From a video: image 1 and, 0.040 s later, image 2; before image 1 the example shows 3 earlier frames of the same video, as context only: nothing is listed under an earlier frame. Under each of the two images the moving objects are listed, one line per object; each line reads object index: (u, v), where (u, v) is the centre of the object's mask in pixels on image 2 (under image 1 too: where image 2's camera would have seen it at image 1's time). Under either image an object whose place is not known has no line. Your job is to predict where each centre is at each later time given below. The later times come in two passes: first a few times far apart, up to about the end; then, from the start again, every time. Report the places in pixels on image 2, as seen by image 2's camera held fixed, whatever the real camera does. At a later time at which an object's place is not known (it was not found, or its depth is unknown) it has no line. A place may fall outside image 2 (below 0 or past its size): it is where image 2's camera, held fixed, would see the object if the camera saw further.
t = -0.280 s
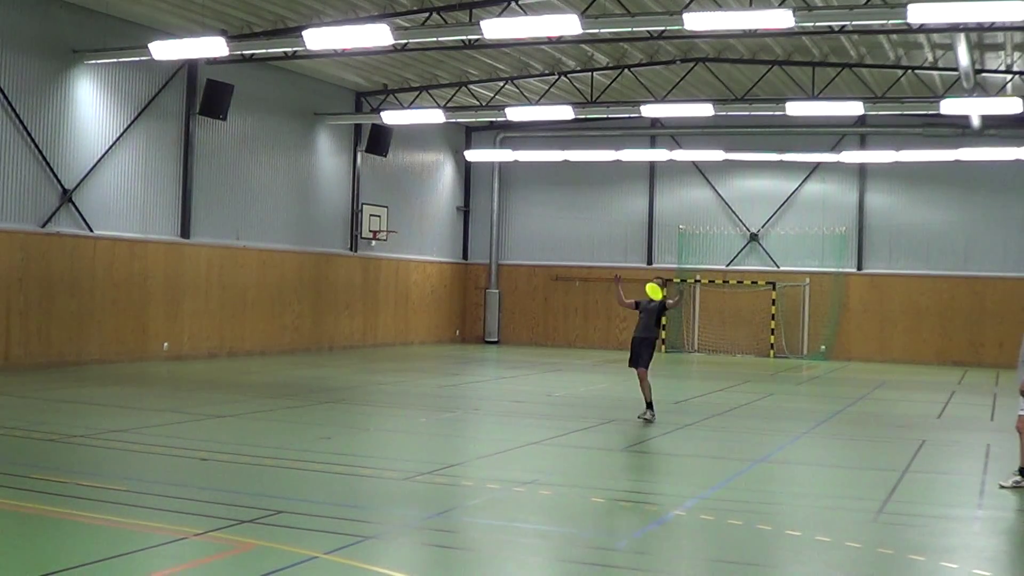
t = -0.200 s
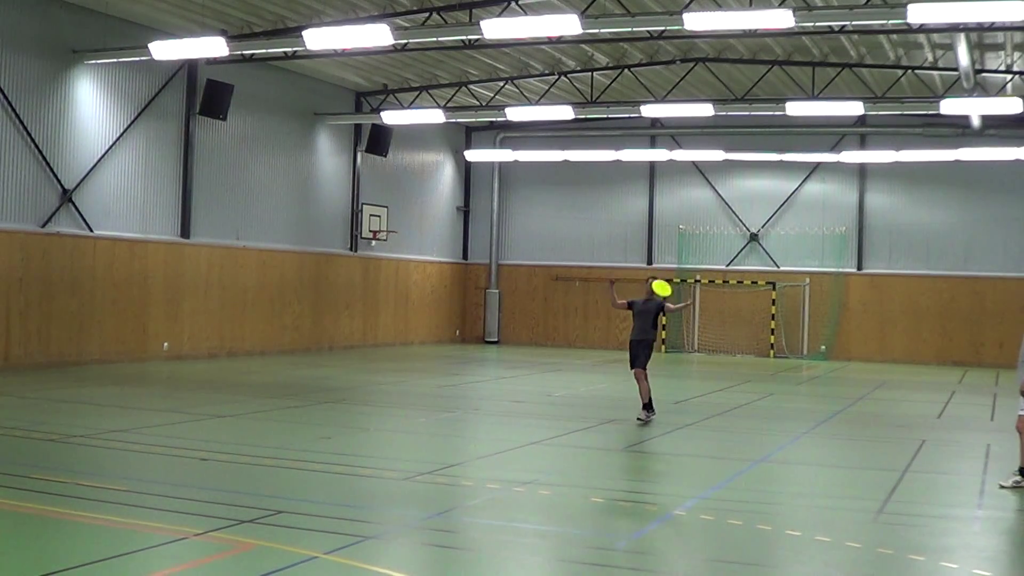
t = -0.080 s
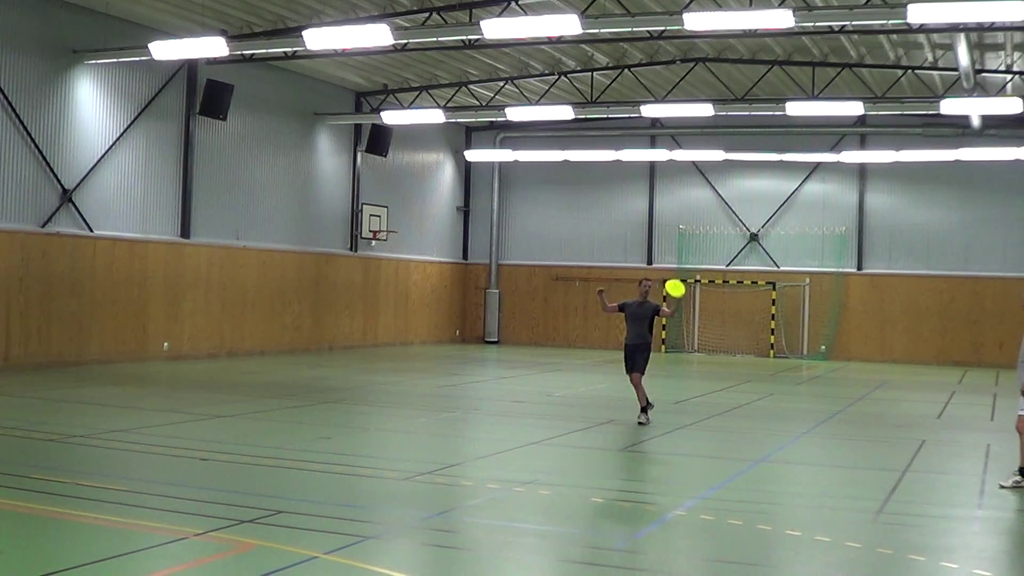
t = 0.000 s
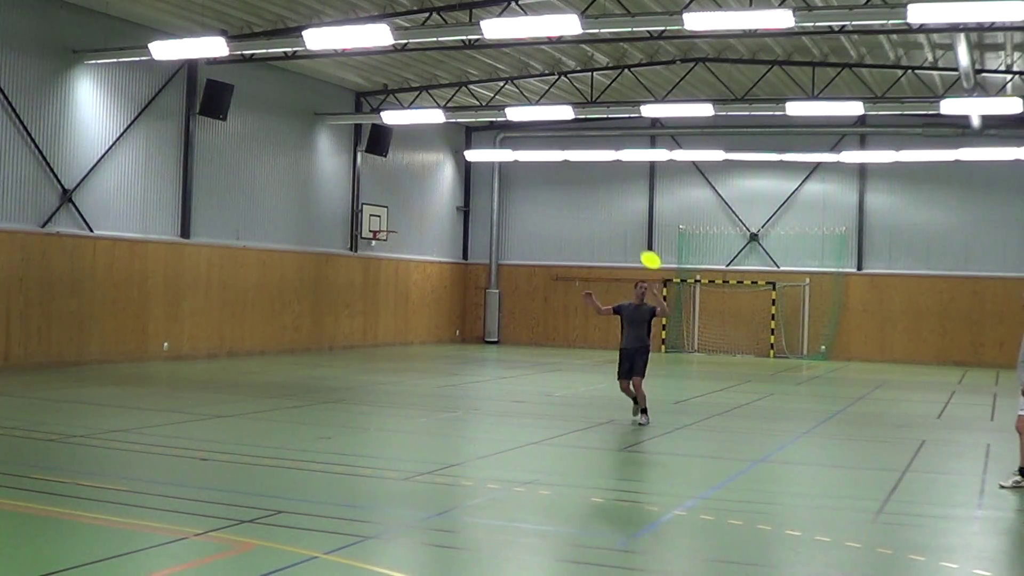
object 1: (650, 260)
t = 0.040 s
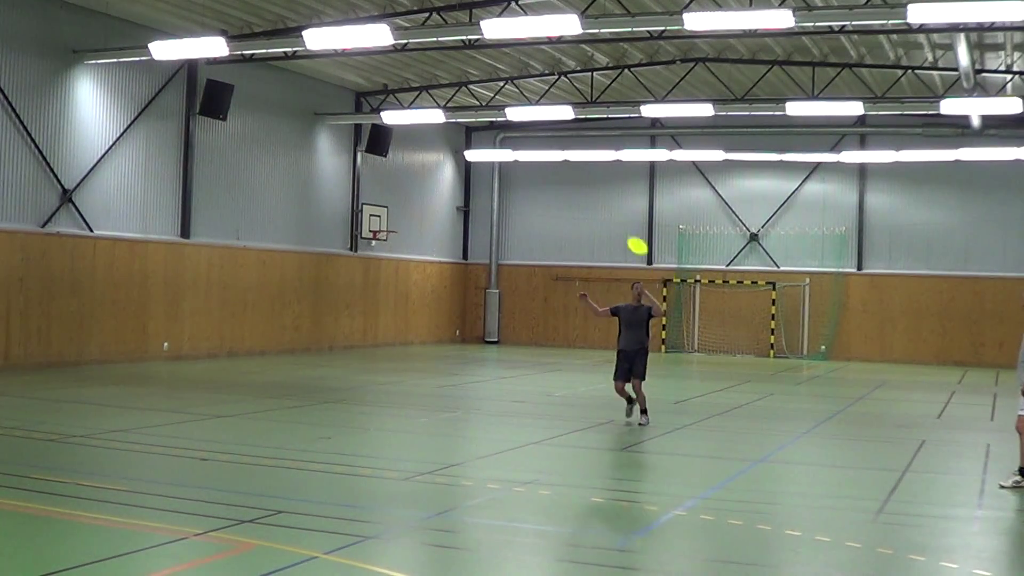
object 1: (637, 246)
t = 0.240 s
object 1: (573, 185)
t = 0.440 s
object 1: (513, 144)
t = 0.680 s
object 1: (446, 133)
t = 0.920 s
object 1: (384, 157)
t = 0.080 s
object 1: (624, 232)
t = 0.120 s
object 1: (611, 219)
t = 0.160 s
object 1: (599, 206)
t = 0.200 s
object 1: (586, 195)
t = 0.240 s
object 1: (573, 185)
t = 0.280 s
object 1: (561, 175)
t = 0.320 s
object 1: (549, 168)
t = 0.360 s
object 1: (537, 160)
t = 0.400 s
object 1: (525, 151)
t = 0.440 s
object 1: (513, 144)
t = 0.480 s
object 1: (502, 140)
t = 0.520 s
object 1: (490, 137)
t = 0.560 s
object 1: (479, 134)
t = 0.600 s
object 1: (468, 132)
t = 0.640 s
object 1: (457, 132)
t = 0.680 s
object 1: (446, 133)
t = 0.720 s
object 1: (436, 134)
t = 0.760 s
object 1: (425, 136)
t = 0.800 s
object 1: (414, 139)
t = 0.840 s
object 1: (404, 144)
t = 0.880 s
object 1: (394, 150)
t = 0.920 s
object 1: (384, 157)
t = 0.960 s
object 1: (375, 165)
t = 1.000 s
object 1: (366, 174)
